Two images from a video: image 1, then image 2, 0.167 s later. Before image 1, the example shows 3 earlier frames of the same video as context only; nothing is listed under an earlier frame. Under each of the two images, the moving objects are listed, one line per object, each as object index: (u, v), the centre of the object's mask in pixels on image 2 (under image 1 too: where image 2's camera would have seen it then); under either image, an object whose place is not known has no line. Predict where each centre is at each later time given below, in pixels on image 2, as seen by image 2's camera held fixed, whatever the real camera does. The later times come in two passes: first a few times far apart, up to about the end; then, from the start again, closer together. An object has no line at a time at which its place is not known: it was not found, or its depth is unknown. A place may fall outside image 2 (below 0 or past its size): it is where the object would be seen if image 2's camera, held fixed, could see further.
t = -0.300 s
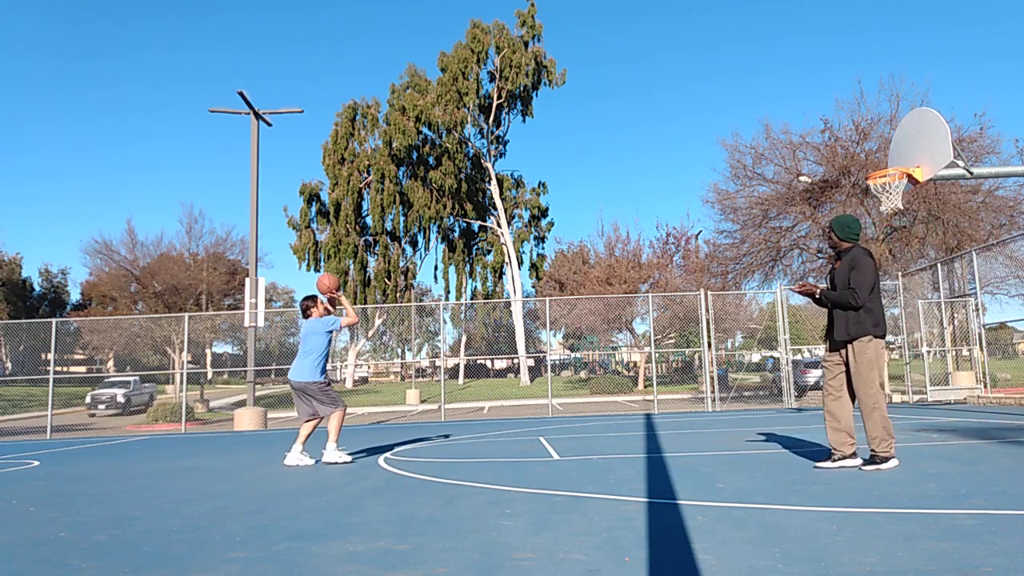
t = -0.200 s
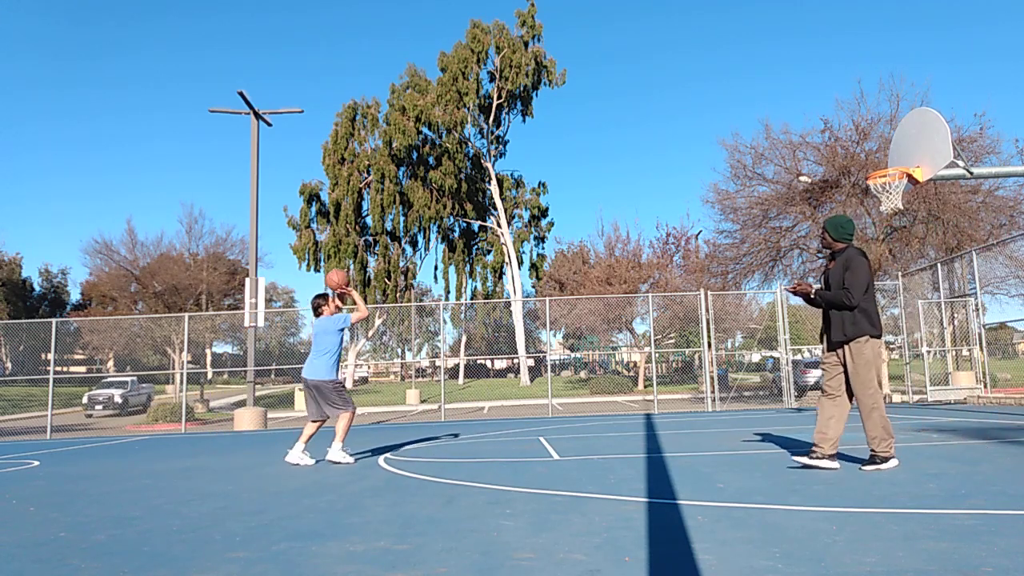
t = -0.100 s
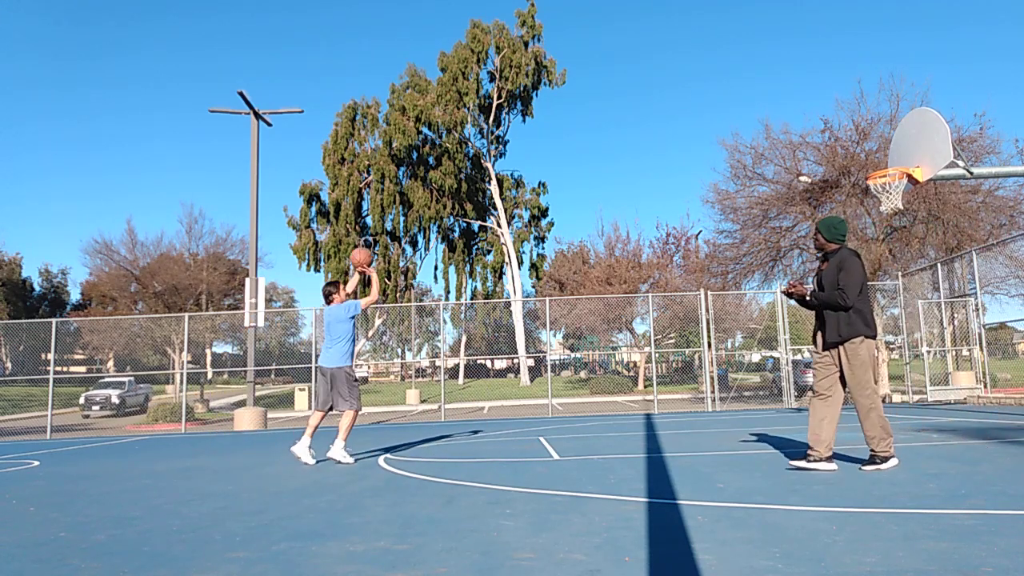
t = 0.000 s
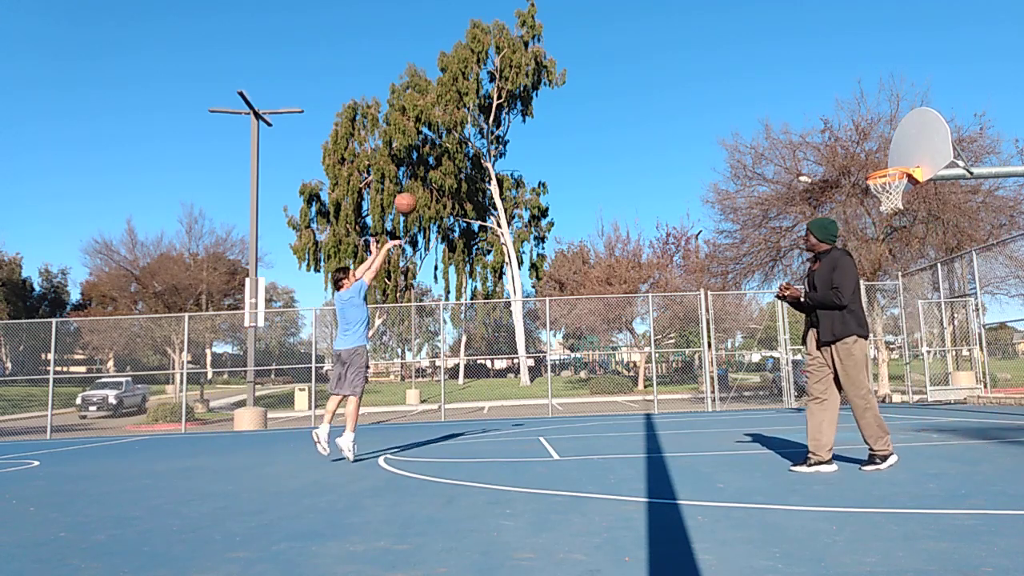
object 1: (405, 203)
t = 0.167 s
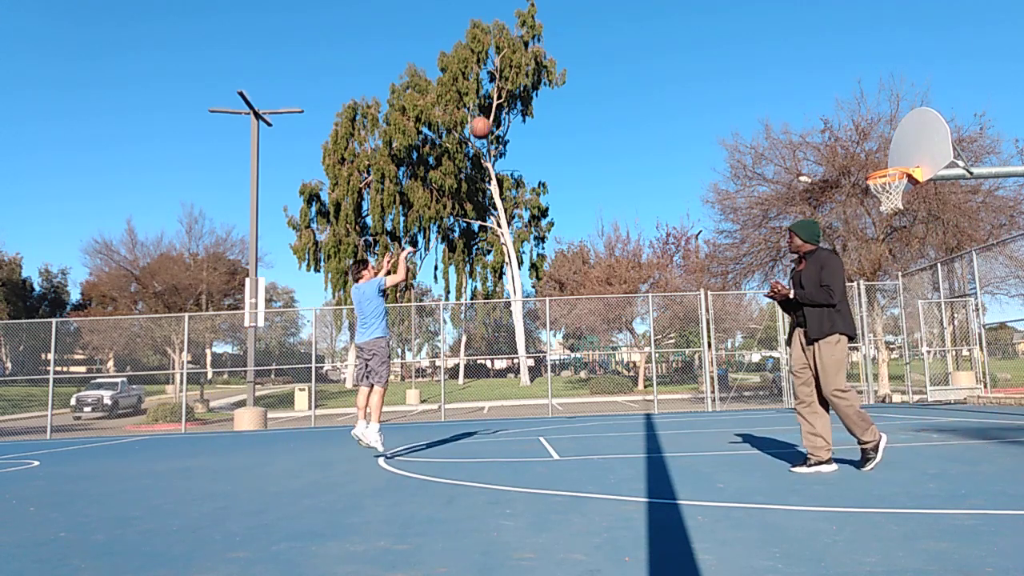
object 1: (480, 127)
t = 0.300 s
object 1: (537, 86)
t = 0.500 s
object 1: (619, 54)
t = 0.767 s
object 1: (722, 64)
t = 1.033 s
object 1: (822, 128)
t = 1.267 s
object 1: (869, 147)
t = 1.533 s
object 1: (879, 131)
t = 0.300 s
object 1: (537, 86)
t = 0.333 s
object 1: (551, 78)
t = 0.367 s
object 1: (565, 72)
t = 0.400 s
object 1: (578, 66)
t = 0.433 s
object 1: (592, 61)
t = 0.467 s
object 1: (605, 57)
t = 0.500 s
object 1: (619, 54)
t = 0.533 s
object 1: (632, 52)
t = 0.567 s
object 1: (645, 51)
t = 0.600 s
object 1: (658, 51)
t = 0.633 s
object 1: (671, 52)
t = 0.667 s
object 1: (684, 53)
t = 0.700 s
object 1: (696, 56)
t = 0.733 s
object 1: (709, 59)
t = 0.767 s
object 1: (722, 64)
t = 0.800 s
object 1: (734, 69)
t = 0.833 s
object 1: (747, 75)
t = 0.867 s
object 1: (760, 82)
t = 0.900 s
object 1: (772, 89)
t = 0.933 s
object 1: (785, 98)
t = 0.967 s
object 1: (797, 107)
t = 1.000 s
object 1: (810, 117)
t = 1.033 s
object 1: (822, 128)
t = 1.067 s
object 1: (835, 140)
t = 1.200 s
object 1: (866, 160)
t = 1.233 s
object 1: (867, 154)
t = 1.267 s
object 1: (869, 147)
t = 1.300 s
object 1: (870, 142)
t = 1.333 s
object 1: (871, 138)
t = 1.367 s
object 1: (872, 135)
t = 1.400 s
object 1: (873, 132)
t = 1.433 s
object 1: (875, 131)
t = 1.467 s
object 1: (876, 130)
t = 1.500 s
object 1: (878, 130)
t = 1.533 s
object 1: (879, 131)
